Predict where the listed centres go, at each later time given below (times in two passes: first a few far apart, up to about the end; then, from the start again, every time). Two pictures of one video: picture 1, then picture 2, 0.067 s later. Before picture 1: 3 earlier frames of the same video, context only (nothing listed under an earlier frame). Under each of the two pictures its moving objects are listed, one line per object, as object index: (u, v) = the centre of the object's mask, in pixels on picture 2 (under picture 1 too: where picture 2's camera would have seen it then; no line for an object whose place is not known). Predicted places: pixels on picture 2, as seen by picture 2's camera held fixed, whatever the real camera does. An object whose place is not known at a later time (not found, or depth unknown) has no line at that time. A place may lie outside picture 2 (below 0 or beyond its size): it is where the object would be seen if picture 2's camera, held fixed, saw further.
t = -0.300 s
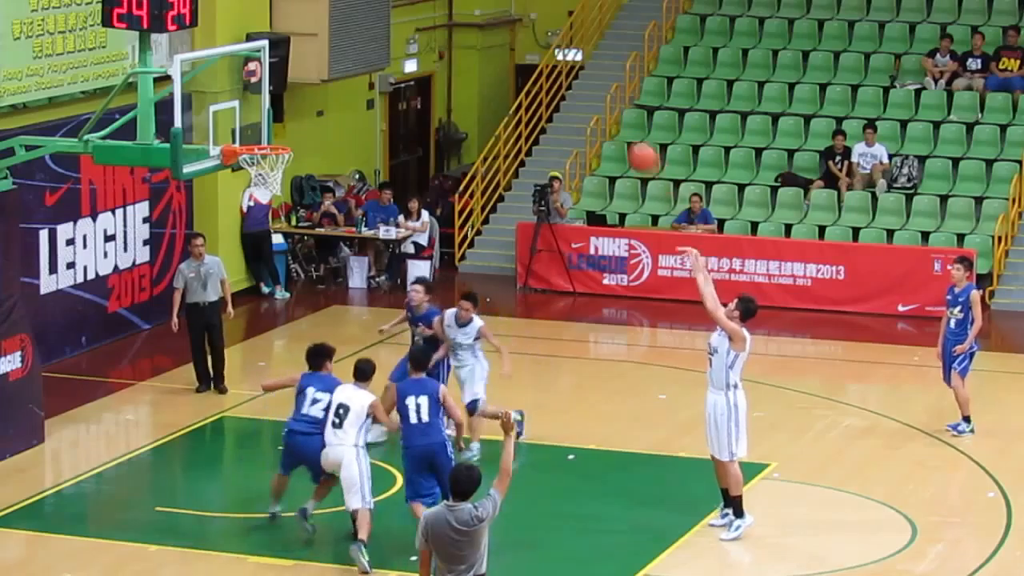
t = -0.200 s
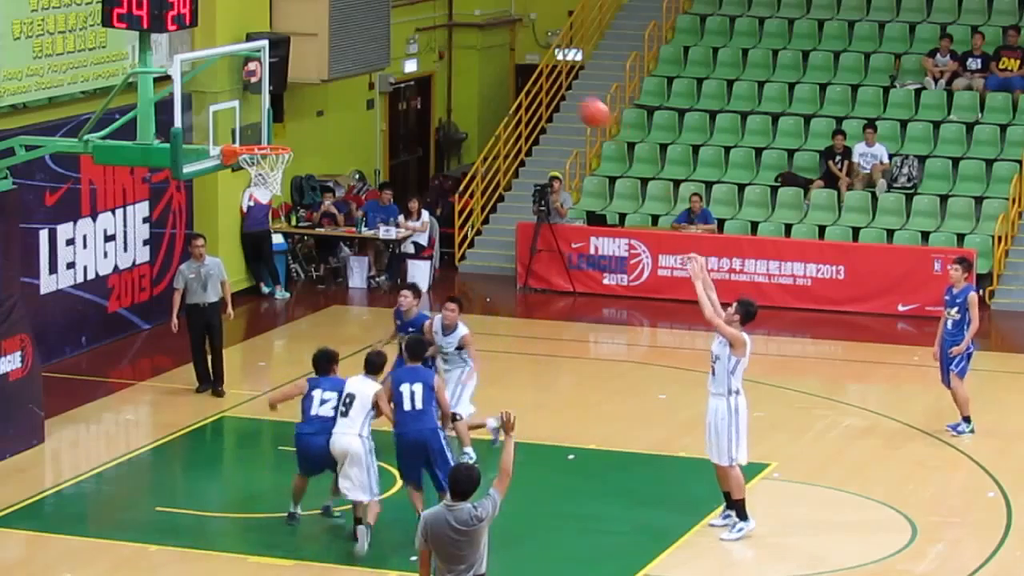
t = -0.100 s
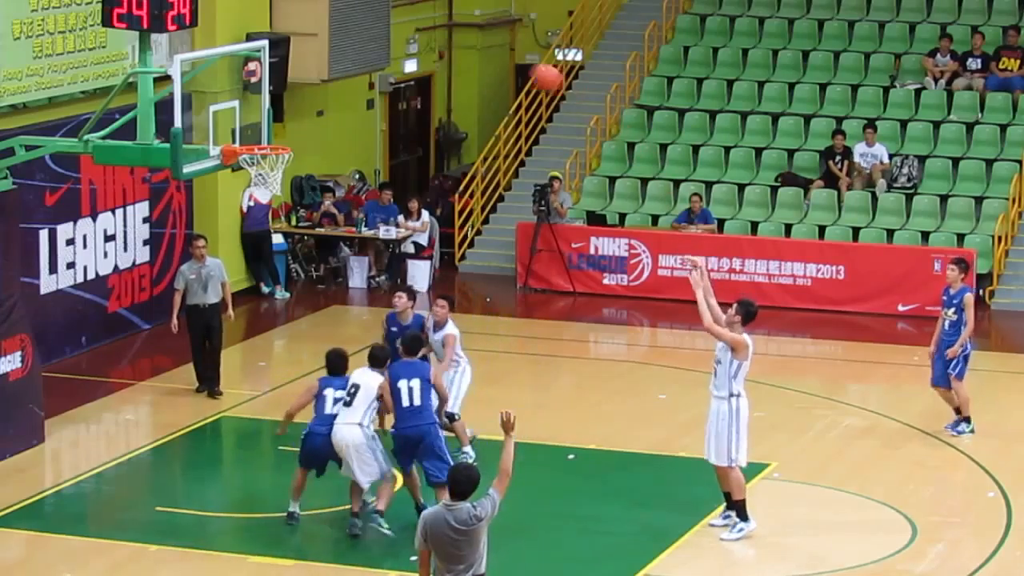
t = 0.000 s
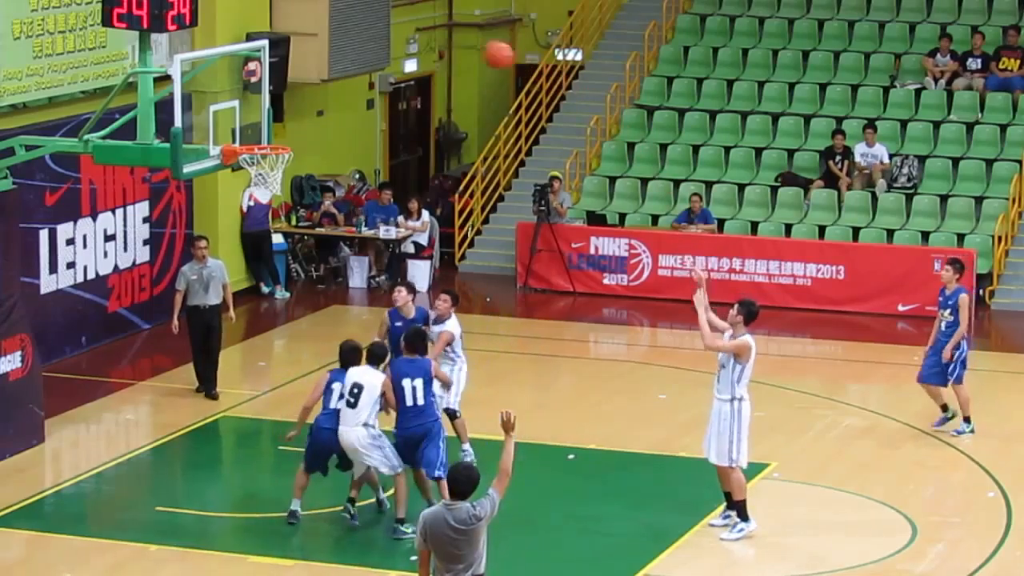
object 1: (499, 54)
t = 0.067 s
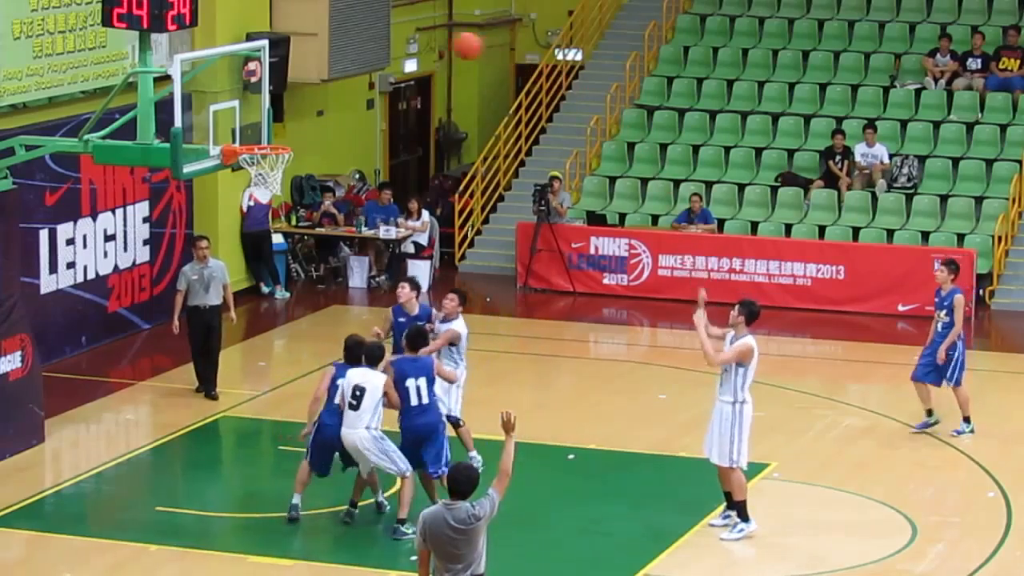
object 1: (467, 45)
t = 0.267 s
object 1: (375, 46)
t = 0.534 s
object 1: (256, 115)
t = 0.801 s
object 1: (265, 95)
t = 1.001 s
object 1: (295, 101)
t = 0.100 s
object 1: (452, 42)
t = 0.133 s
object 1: (437, 41)
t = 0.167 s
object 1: (421, 40)
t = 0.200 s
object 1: (406, 41)
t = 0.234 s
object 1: (390, 43)
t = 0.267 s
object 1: (375, 46)
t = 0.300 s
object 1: (361, 51)
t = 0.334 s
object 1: (346, 56)
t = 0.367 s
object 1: (332, 63)
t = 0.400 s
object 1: (316, 72)
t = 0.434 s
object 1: (300, 81)
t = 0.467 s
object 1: (286, 90)
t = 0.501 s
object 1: (272, 101)
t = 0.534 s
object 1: (256, 115)
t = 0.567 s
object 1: (243, 128)
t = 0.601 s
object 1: (237, 131)
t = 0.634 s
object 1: (242, 122)
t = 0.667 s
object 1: (245, 114)
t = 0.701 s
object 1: (251, 107)
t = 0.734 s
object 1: (256, 102)
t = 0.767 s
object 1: (260, 98)
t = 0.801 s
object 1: (265, 95)
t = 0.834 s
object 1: (269, 93)
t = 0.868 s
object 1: (275, 92)
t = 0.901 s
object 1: (280, 93)
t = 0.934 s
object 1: (285, 94)
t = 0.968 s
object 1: (290, 97)
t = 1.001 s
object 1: (295, 101)
